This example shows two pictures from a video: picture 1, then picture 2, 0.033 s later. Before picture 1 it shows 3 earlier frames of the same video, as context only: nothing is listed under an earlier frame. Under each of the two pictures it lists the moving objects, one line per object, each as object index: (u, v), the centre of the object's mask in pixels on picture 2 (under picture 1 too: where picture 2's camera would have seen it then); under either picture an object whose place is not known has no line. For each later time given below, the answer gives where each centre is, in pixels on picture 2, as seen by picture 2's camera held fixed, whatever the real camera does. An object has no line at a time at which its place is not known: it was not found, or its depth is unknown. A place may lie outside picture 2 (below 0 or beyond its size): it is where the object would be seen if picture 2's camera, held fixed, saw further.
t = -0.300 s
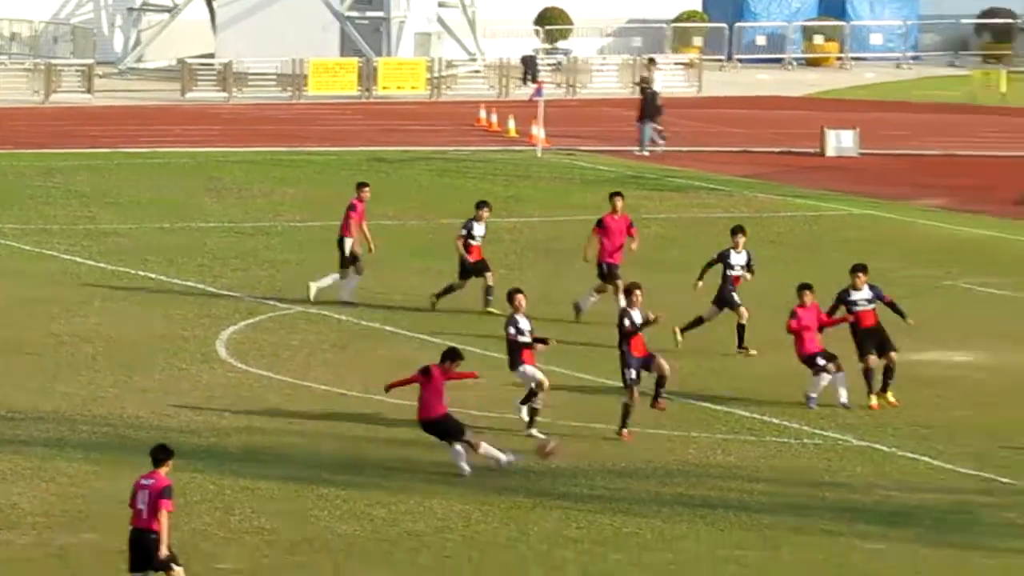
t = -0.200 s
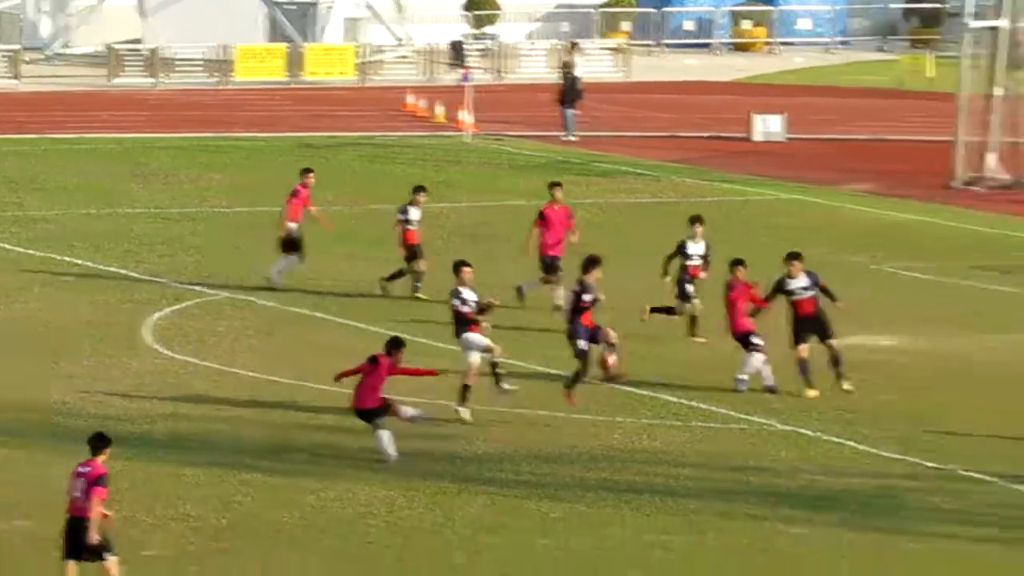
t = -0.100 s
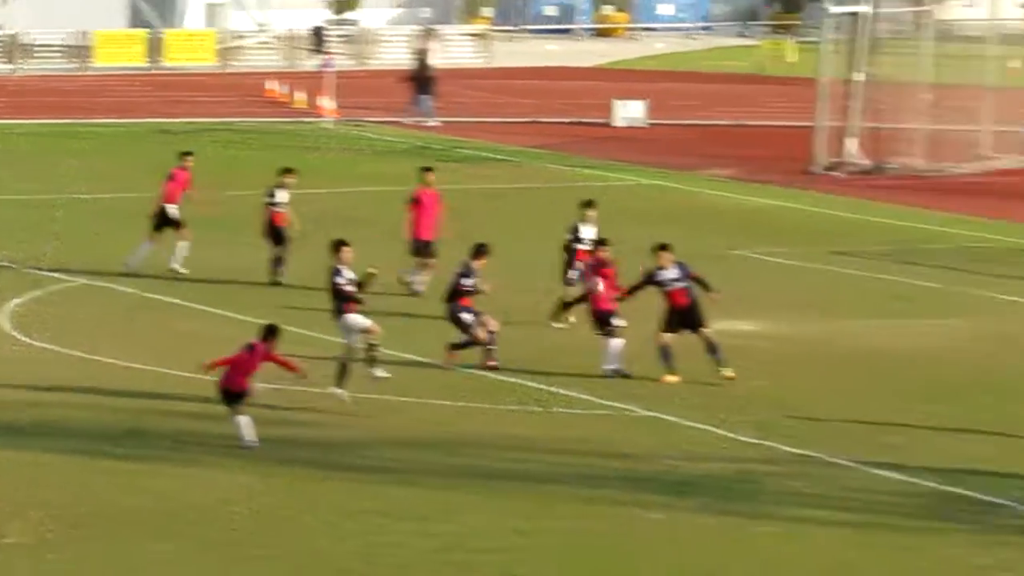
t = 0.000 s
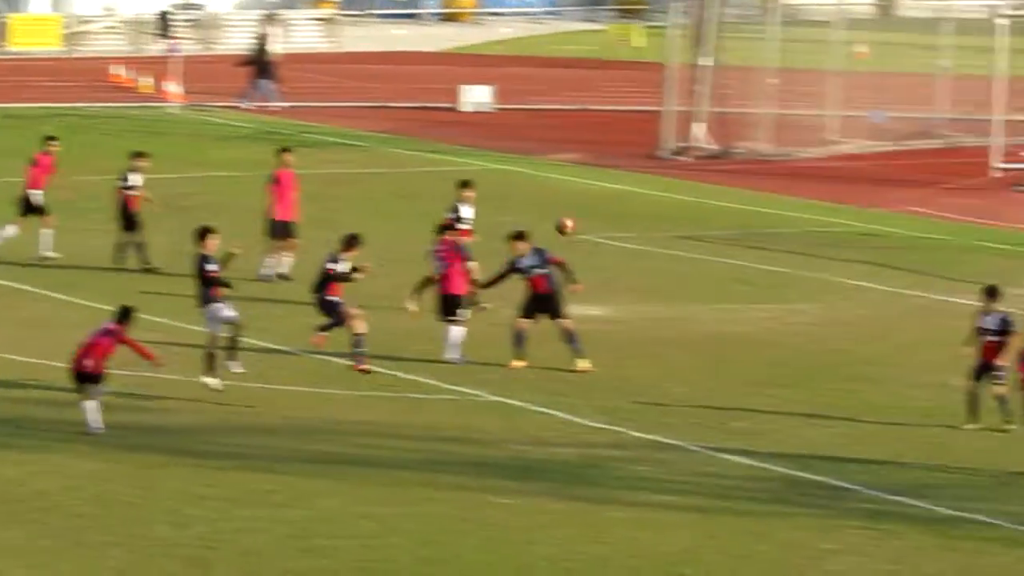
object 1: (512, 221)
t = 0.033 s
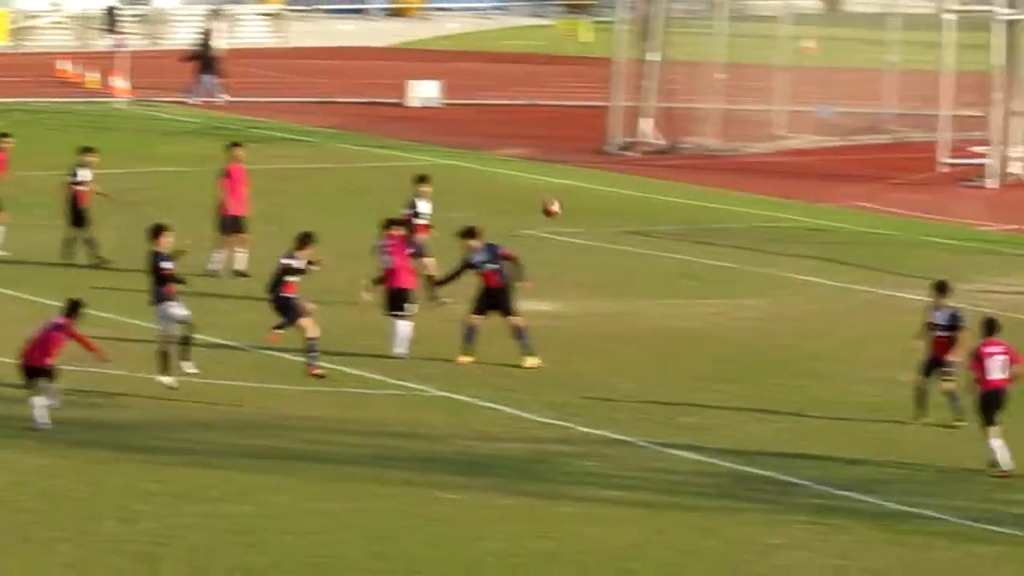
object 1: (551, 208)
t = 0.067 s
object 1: (588, 197)
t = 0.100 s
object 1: (625, 185)
